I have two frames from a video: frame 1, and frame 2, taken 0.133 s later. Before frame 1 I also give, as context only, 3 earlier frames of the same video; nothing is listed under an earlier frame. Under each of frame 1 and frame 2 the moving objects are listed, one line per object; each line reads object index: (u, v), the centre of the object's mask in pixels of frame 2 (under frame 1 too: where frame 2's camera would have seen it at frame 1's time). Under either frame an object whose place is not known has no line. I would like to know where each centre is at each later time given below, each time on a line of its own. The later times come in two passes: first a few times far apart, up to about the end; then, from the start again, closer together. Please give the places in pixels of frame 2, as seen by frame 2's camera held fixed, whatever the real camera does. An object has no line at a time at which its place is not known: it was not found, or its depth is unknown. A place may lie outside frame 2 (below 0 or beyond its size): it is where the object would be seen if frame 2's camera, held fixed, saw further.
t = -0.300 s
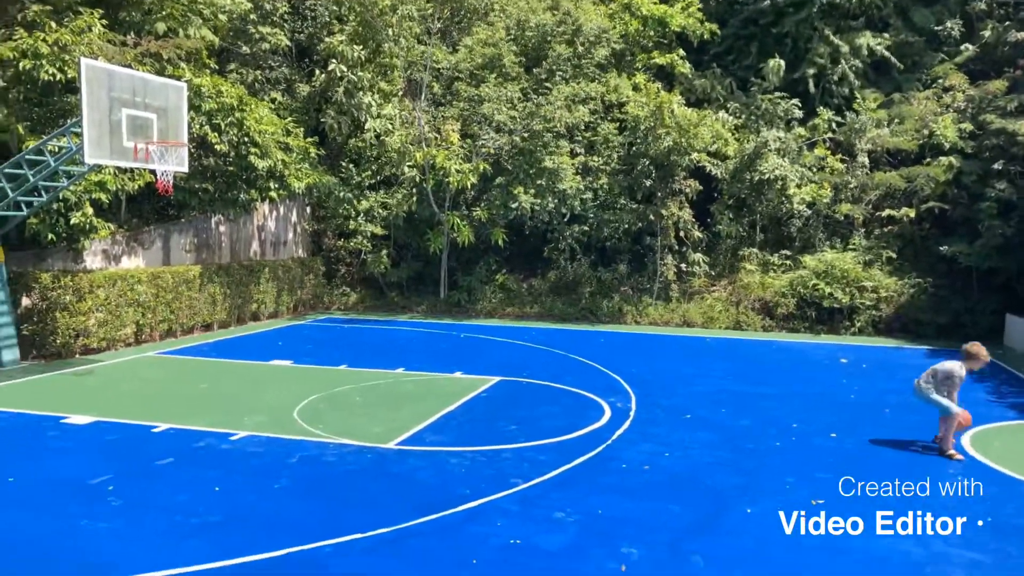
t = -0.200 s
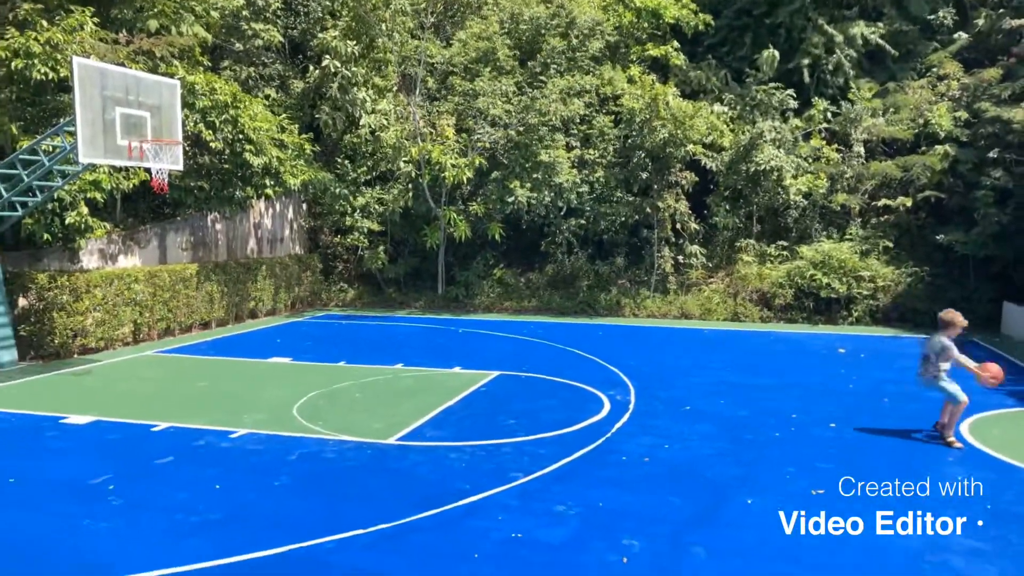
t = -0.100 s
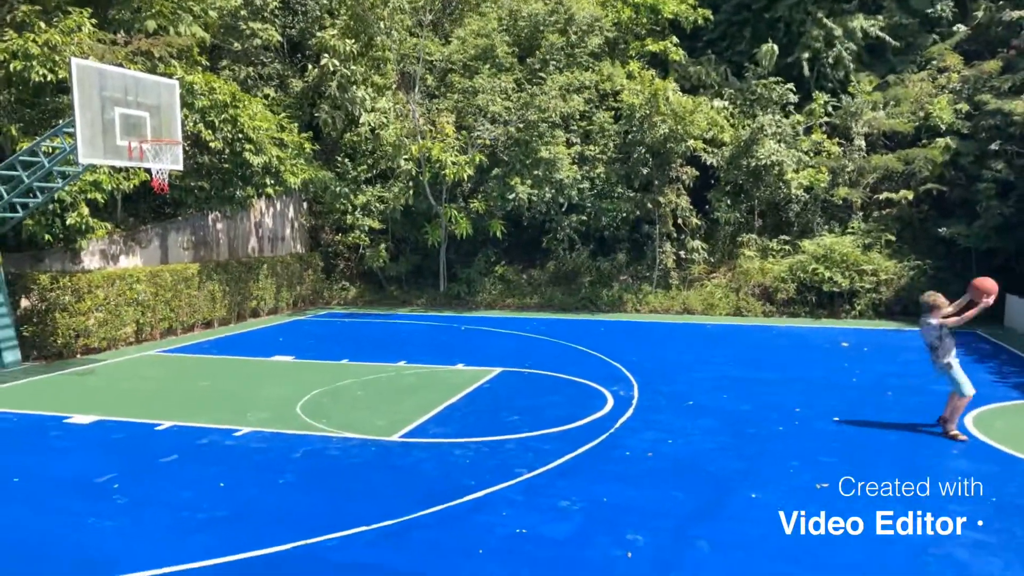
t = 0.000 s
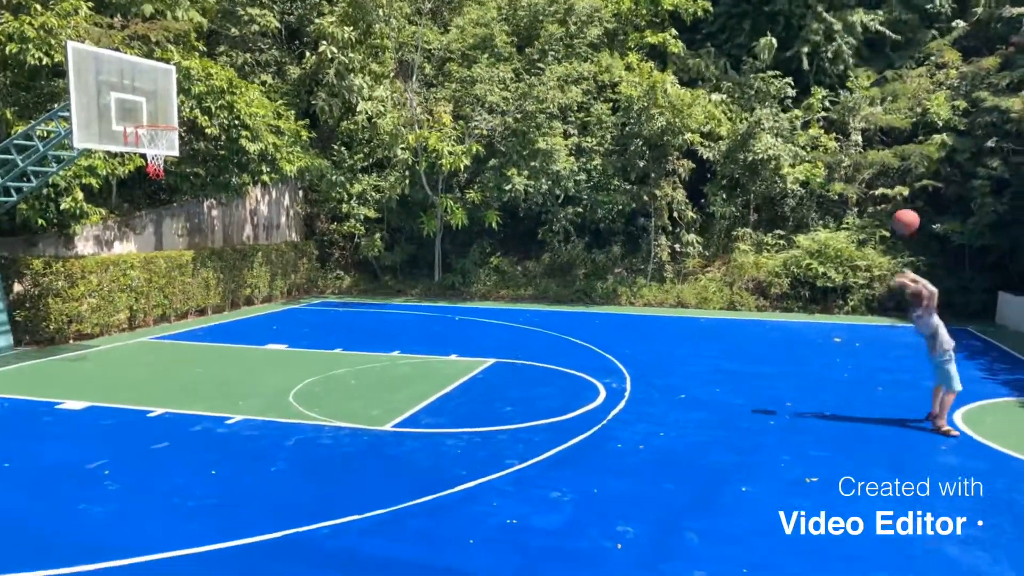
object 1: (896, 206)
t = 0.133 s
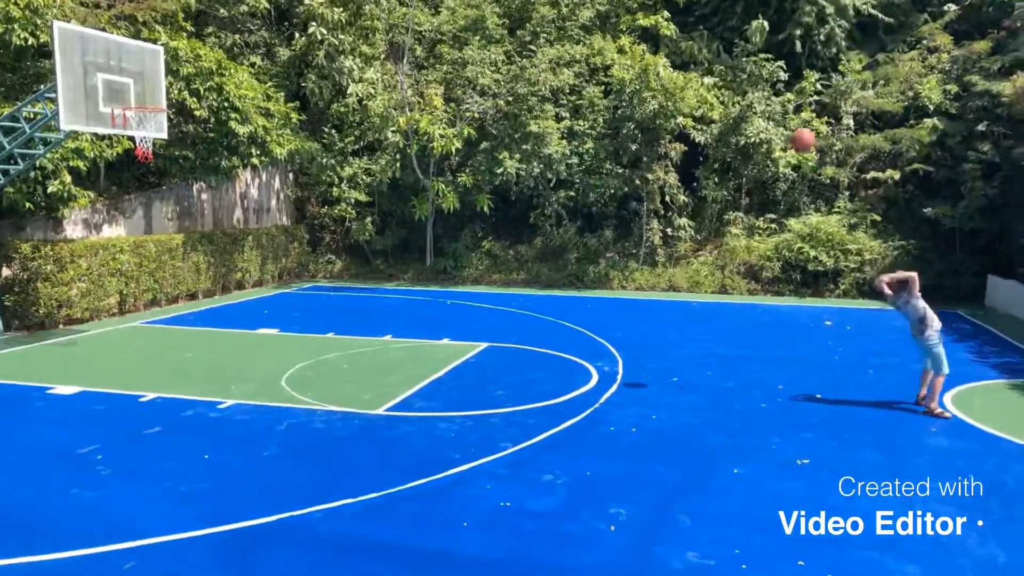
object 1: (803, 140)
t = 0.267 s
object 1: (711, 92)
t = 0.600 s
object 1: (497, 58)
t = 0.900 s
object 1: (324, 113)
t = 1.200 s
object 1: (174, 239)
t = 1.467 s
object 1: (60, 329)
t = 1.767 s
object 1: (-12, 215)
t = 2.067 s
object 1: (-80, 176)
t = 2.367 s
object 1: (-136, 210)
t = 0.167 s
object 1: (780, 127)
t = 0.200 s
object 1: (758, 115)
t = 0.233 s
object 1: (734, 104)
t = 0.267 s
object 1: (711, 92)
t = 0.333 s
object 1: (666, 77)
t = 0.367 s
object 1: (645, 70)
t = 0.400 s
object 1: (623, 66)
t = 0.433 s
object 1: (600, 61)
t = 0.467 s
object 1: (581, 58)
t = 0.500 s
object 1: (559, 57)
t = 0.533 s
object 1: (537, 55)
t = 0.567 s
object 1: (518, 56)
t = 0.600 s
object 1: (497, 58)
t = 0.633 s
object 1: (477, 61)
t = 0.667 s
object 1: (457, 64)
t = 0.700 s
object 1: (437, 68)
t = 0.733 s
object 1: (418, 73)
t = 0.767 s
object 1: (400, 79)
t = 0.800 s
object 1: (381, 87)
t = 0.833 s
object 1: (361, 95)
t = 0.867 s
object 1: (342, 103)
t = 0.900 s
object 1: (324, 113)
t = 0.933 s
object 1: (308, 123)
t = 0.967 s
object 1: (289, 135)
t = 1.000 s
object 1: (272, 147)
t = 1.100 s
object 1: (221, 188)
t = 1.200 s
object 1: (174, 239)
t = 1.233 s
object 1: (158, 255)
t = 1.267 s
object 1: (142, 273)
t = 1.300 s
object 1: (126, 294)
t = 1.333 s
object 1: (109, 312)
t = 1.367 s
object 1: (92, 331)
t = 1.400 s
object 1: (75, 353)
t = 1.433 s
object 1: (68, 348)
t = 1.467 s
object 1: (60, 329)
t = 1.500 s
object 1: (52, 314)
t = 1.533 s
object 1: (42, 298)
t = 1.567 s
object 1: (35, 282)
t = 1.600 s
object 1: (28, 270)
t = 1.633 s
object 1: (20, 256)
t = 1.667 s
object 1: (12, 245)
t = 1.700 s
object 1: (4, 234)
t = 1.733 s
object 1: (-5, 224)
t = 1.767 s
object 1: (-12, 215)
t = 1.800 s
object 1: (-21, 207)
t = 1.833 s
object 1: (-28, 200)
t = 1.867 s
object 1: (-37, 194)
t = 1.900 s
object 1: (-44, 188)
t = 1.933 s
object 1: (-51, 183)
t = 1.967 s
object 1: (-59, 181)
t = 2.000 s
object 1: (-65, 179)
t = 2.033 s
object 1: (-73, 177)
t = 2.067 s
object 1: (-80, 176)
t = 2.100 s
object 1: (-85, 175)
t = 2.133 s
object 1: (-94, 177)
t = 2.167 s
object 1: (-101, 179)
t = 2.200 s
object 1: (-107, 182)
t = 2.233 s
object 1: (-113, 186)
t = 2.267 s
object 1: (-119, 191)
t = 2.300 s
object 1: (-125, 196)
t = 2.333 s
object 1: (-131, 202)
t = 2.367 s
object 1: (-136, 210)
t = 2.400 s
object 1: (-142, 218)
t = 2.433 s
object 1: (-147, 227)
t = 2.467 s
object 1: (-153, 236)
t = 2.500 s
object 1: (-158, 244)
